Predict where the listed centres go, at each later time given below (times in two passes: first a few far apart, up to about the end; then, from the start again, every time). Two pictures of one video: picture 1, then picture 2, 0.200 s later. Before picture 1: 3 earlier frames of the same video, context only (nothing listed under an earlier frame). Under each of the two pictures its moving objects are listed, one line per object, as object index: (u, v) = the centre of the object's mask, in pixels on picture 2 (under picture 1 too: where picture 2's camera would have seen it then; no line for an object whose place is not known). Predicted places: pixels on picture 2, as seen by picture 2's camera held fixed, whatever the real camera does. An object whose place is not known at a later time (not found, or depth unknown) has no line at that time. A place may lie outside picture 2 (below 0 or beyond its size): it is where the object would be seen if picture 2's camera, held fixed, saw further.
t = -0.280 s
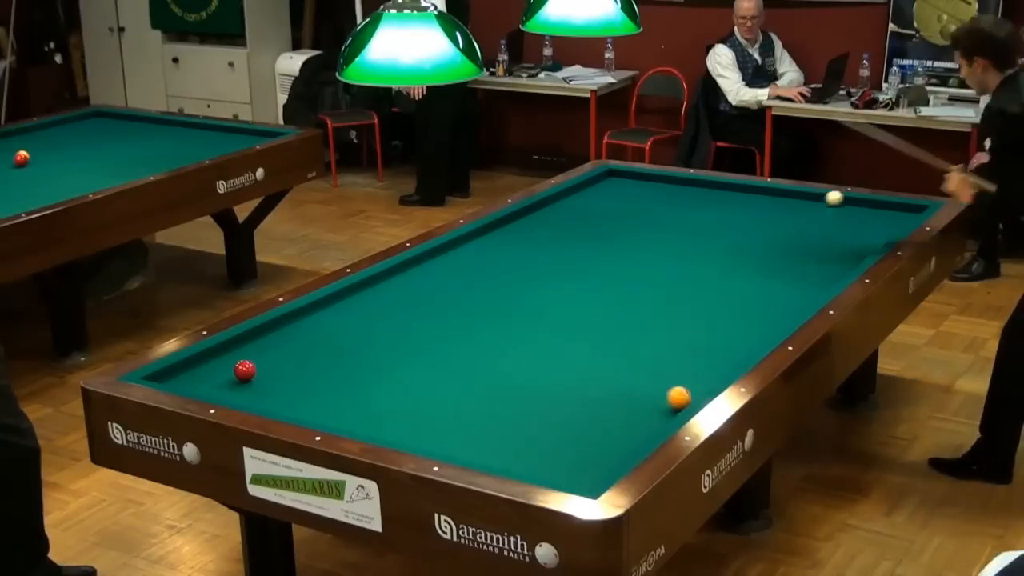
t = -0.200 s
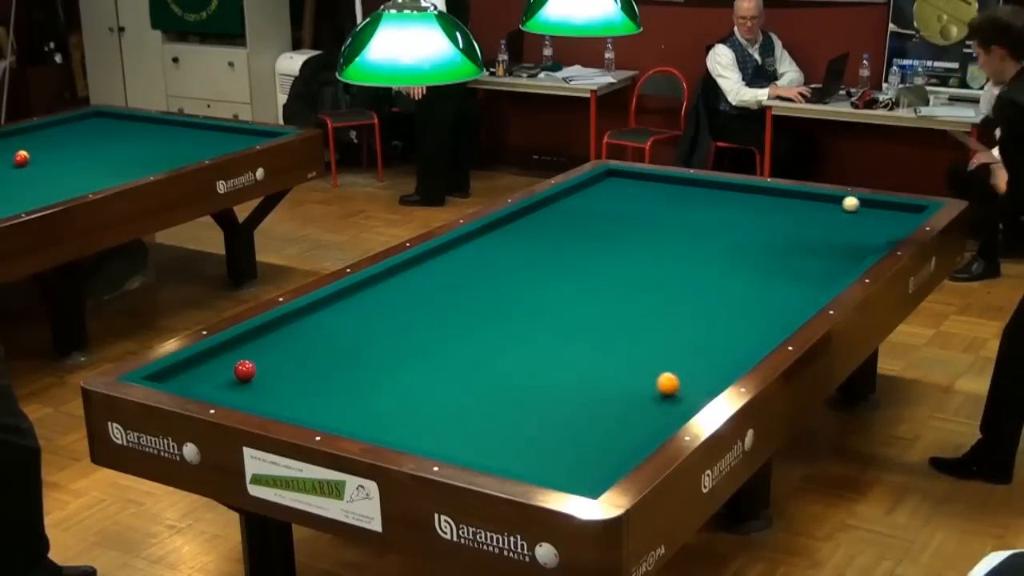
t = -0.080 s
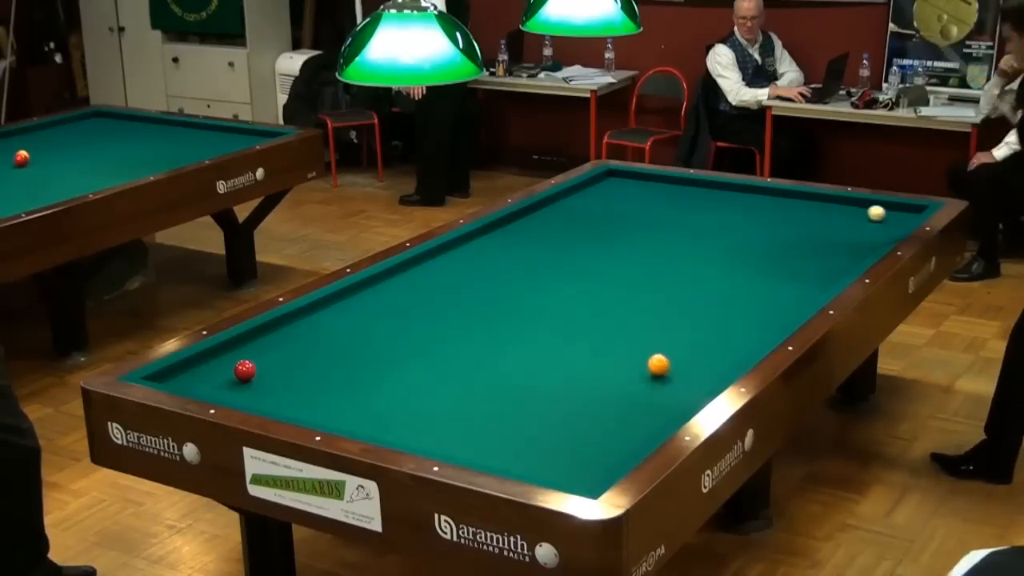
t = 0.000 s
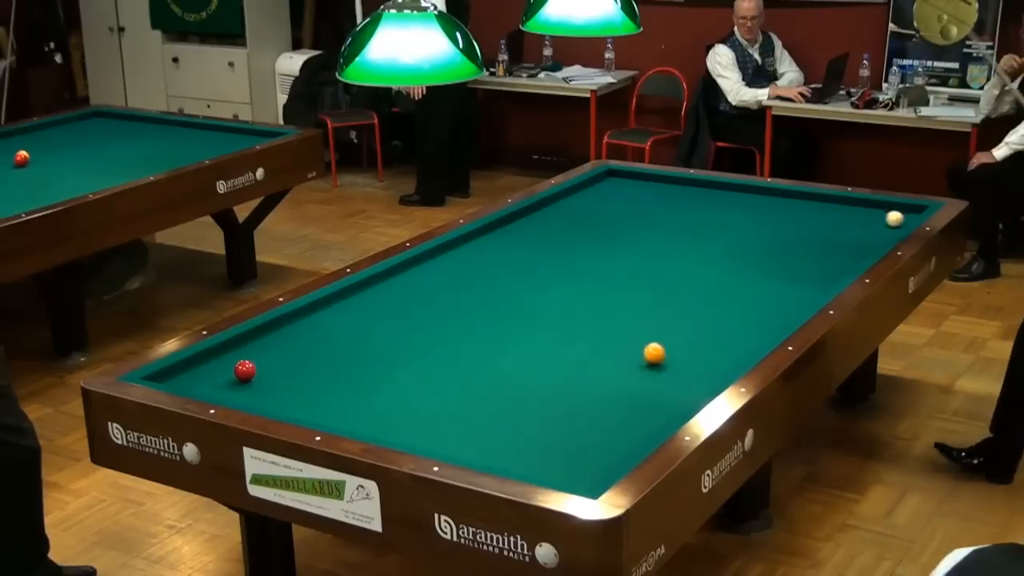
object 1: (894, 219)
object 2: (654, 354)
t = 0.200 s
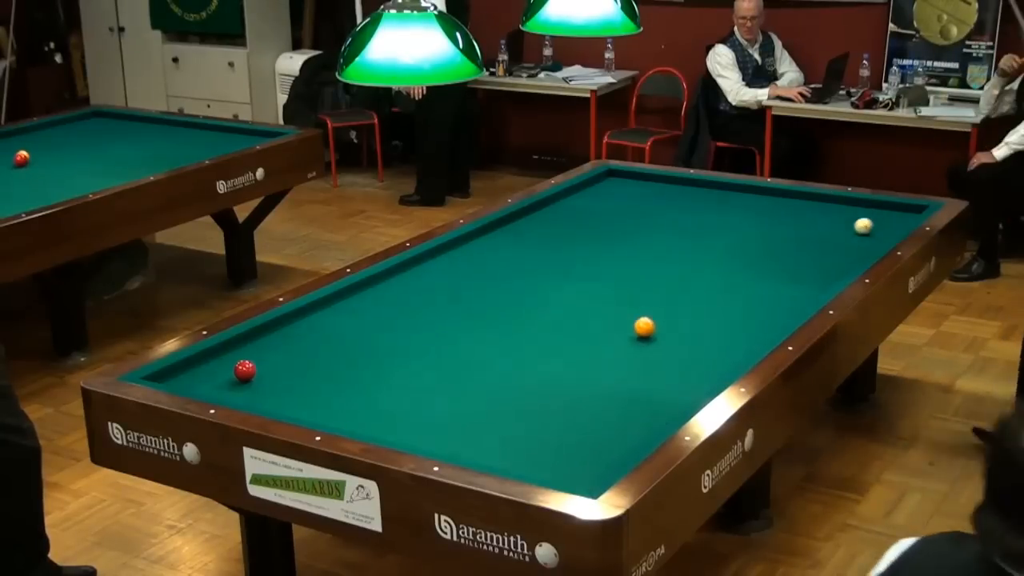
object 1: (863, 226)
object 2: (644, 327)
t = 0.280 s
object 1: (845, 229)
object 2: (640, 318)
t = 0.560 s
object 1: (784, 237)
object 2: (629, 287)
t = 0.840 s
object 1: (721, 245)
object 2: (619, 260)
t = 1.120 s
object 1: (657, 254)
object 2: (610, 237)
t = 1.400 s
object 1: (591, 263)
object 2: (602, 216)
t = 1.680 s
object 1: (525, 272)
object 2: (596, 197)
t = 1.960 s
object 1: (458, 281)
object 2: (594, 181)
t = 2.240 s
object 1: (389, 290)
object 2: (630, 174)
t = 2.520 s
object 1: (337, 300)
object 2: (625, 179)
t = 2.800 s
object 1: (327, 316)
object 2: (620, 185)
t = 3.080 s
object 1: (316, 333)
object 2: (616, 190)
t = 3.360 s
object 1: (304, 349)
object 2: (612, 194)
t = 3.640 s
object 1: (292, 367)
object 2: (608, 199)
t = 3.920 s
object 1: (280, 385)
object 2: (604, 204)
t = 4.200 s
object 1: (267, 401)
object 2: (600, 209)
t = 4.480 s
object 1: (286, 402)
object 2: (595, 213)
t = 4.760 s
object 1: (309, 397)
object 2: (592, 217)
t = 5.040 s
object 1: (331, 391)
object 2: (588, 222)
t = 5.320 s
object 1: (352, 387)
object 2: (584, 226)
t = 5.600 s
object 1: (371, 382)
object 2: (580, 230)
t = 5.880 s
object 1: (388, 379)
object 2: (577, 233)
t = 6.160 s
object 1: (404, 375)
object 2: (573, 237)
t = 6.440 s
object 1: (419, 371)
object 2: (570, 240)
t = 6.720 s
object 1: (433, 368)
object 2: (567, 243)
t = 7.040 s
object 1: (447, 365)
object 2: (563, 246)
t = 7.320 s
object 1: (458, 362)
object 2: (561, 249)
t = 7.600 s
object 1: (467, 360)
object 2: (558, 251)
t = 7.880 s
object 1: (476, 358)
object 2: (556, 253)
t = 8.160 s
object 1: (484, 356)
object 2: (554, 255)
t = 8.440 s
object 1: (490, 354)
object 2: (552, 257)
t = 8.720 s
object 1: (495, 353)
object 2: (551, 258)
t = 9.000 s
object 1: (499, 352)
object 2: (550, 259)
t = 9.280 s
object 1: (502, 351)
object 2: (548, 260)
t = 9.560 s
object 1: (504, 350)
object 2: (548, 261)
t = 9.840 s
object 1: (505, 350)
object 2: (547, 261)
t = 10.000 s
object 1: (505, 350)
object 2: (547, 261)
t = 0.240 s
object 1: (854, 228)
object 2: (642, 323)
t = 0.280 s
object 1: (845, 229)
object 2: (640, 318)
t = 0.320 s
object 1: (837, 230)
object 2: (639, 313)
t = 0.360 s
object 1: (828, 231)
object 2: (637, 309)
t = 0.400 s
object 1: (819, 232)
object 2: (635, 304)
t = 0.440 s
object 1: (810, 234)
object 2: (634, 300)
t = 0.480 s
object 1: (802, 235)
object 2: (632, 295)
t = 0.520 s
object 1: (793, 236)
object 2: (631, 291)
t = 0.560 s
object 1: (784, 237)
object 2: (629, 287)
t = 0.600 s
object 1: (775, 238)
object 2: (627, 283)
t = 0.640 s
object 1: (766, 239)
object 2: (626, 279)
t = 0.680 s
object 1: (757, 241)
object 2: (625, 275)
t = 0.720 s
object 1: (748, 242)
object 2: (623, 271)
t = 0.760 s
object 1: (739, 243)
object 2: (622, 267)
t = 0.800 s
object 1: (730, 244)
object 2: (620, 264)
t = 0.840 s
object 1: (721, 245)
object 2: (619, 260)
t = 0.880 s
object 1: (712, 247)
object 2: (617, 257)
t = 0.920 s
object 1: (703, 248)
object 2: (616, 253)
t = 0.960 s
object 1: (694, 249)
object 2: (615, 250)
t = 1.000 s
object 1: (685, 250)
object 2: (614, 247)
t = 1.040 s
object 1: (675, 251)
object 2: (612, 243)
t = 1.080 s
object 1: (666, 253)
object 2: (611, 240)
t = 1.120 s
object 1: (657, 254)
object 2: (610, 237)
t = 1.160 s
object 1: (647, 255)
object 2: (609, 234)
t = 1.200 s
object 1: (638, 257)
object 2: (608, 230)
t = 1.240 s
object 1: (629, 258)
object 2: (607, 227)
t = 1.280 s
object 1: (620, 259)
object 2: (605, 224)
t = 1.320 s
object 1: (610, 260)
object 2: (605, 221)
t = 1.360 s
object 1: (601, 262)
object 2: (603, 219)
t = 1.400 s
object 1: (591, 263)
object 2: (602, 216)
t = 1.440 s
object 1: (582, 264)
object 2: (601, 213)
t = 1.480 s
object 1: (573, 265)
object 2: (600, 210)
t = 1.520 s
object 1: (563, 267)
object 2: (600, 208)
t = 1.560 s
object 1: (554, 268)
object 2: (599, 205)
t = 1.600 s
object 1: (544, 269)
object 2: (598, 202)
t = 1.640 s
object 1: (535, 271)
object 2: (597, 200)
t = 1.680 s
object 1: (525, 272)
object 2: (596, 197)
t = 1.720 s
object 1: (516, 273)
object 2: (595, 195)
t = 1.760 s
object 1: (506, 274)
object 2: (594, 192)
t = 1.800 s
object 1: (497, 276)
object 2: (593, 190)
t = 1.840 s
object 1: (487, 277)
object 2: (592, 187)
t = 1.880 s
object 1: (477, 278)
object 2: (591, 185)
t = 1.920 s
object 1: (468, 279)
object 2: (590, 183)
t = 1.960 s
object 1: (458, 281)
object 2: (594, 181)
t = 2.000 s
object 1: (448, 282)
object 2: (600, 180)
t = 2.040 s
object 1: (438, 283)
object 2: (605, 179)
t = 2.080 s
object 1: (429, 285)
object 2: (611, 178)
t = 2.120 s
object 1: (419, 286)
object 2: (615, 177)
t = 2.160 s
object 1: (409, 287)
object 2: (620, 176)
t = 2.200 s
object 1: (399, 288)
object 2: (625, 175)
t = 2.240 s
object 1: (389, 290)
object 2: (630, 174)
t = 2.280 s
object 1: (380, 291)
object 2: (629, 175)
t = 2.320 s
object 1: (370, 292)
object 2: (628, 176)
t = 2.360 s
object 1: (359, 294)
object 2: (627, 177)
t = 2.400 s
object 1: (350, 295)
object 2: (626, 177)
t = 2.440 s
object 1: (340, 296)
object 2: (626, 178)
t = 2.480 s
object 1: (338, 298)
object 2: (625, 179)
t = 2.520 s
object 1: (337, 300)
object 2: (625, 179)
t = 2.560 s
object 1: (336, 303)
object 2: (624, 180)
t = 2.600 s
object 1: (335, 305)
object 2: (623, 181)
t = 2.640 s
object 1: (333, 307)
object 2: (623, 182)
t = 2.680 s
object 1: (332, 310)
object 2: (622, 182)
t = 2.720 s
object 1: (330, 312)
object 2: (622, 183)
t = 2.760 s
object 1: (329, 314)
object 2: (621, 184)
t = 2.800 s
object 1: (327, 316)
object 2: (620, 185)
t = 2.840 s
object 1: (326, 319)
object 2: (620, 185)
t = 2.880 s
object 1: (324, 321)
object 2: (619, 186)
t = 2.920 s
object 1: (322, 323)
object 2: (619, 187)
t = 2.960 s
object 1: (321, 326)
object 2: (618, 187)
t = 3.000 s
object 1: (319, 328)
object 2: (617, 188)
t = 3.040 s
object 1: (318, 330)
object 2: (617, 189)
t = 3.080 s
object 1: (316, 333)
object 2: (616, 190)
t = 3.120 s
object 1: (314, 335)
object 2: (616, 190)
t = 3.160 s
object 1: (313, 337)
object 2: (615, 191)
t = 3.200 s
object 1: (311, 340)
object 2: (614, 191)
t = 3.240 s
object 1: (309, 342)
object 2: (614, 192)
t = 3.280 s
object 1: (308, 345)
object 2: (613, 193)
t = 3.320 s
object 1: (306, 347)
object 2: (613, 194)
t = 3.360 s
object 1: (304, 349)
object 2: (612, 194)
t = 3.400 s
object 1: (303, 352)
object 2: (611, 195)
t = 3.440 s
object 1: (301, 354)
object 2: (611, 196)
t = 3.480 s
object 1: (299, 357)
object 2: (610, 197)
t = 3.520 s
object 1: (297, 359)
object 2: (610, 197)
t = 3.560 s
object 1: (296, 362)
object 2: (609, 198)
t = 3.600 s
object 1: (294, 364)
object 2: (608, 199)
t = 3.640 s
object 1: (292, 367)
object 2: (608, 199)
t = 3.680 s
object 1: (290, 369)
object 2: (607, 200)
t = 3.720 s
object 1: (289, 372)
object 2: (607, 201)
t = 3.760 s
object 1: (287, 375)
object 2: (606, 201)
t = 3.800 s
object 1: (285, 377)
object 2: (605, 202)
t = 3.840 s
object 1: (283, 380)
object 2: (605, 203)
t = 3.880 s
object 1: (281, 382)
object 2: (604, 204)
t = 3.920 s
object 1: (280, 385)
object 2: (604, 204)
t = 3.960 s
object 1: (278, 387)
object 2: (603, 205)
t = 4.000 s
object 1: (276, 390)
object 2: (602, 205)
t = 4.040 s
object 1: (274, 393)
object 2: (602, 206)
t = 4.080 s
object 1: (272, 395)
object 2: (601, 207)
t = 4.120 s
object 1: (270, 398)
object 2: (601, 208)
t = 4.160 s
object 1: (269, 400)
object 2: (600, 208)
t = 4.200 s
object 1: (267, 401)
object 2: (600, 209)
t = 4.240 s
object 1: (265, 403)
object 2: (599, 209)
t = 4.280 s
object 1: (268, 403)
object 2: (598, 210)
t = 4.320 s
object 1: (272, 402)
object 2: (598, 211)
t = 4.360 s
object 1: (275, 402)
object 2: (597, 211)
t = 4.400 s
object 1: (279, 402)
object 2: (597, 212)
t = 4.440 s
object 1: (282, 402)
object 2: (596, 213)
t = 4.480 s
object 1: (286, 402)
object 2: (595, 213)
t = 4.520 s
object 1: (289, 401)
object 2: (595, 214)
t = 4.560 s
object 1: (293, 400)
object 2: (594, 214)
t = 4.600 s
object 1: (296, 399)
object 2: (594, 215)
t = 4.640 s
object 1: (299, 398)
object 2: (593, 216)
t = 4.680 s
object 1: (303, 398)
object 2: (593, 216)
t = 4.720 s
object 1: (306, 397)
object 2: (592, 217)
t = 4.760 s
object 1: (309, 397)
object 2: (592, 217)
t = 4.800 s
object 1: (313, 396)
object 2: (591, 218)
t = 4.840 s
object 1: (316, 395)
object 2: (590, 219)
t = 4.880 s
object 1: (319, 394)
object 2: (590, 219)
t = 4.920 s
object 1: (322, 394)
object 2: (589, 220)
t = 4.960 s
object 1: (325, 393)
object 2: (589, 220)
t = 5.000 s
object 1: (328, 392)
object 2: (588, 221)
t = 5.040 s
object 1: (331, 391)
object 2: (588, 222)
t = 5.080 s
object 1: (334, 391)
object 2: (587, 222)
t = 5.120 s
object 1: (337, 390)
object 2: (587, 223)
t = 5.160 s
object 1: (340, 389)
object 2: (586, 223)
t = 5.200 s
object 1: (343, 389)
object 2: (585, 224)
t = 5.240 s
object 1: (346, 388)
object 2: (585, 224)
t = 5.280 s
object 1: (349, 387)
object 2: (584, 225)
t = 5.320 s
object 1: (352, 387)
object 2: (584, 226)
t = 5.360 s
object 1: (355, 386)
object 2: (583, 226)
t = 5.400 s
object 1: (357, 385)
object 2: (583, 227)
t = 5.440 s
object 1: (360, 385)
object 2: (582, 227)
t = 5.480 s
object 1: (363, 384)
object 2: (582, 228)
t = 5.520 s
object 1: (366, 383)
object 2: (581, 228)
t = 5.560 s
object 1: (369, 383)
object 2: (581, 229)
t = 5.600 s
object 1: (371, 382)
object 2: (580, 230)
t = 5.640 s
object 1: (373, 382)
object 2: (580, 230)
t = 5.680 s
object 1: (376, 381)
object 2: (579, 230)
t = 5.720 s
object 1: (379, 381)
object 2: (579, 231)
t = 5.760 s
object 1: (381, 380)
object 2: (578, 232)
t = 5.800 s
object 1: (383, 380)
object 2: (578, 232)
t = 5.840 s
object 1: (386, 379)
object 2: (577, 233)
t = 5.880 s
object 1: (388, 379)
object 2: (577, 233)
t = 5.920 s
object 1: (391, 378)
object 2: (576, 234)
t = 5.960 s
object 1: (393, 377)
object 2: (576, 234)
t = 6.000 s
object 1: (395, 377)
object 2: (575, 235)
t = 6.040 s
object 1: (397, 377)
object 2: (575, 235)
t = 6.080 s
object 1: (400, 376)
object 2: (574, 236)
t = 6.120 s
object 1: (402, 375)
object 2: (574, 236)
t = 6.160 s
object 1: (404, 375)
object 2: (573, 237)
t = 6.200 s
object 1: (407, 374)
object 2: (573, 237)
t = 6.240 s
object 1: (409, 374)
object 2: (572, 238)
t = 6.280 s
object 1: (411, 373)
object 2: (572, 238)
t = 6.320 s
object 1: (413, 373)
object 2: (571, 238)
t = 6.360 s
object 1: (415, 372)
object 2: (571, 239)
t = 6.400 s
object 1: (417, 372)
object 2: (570, 239)
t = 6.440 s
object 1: (419, 371)
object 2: (570, 240)
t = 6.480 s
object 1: (421, 371)
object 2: (569, 240)
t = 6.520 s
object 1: (423, 370)
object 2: (569, 241)
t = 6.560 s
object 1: (425, 370)
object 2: (569, 241)
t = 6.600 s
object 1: (427, 369)
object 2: (568, 241)
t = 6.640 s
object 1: (429, 369)
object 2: (568, 242)
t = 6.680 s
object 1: (431, 368)
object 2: (567, 242)
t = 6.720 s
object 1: (433, 368)
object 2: (567, 243)
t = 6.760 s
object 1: (434, 368)
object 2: (566, 244)
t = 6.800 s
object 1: (436, 367)
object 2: (566, 244)
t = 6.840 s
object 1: (438, 367)
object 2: (566, 244)
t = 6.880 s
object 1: (440, 366)
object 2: (565, 245)
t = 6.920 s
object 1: (442, 366)
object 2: (565, 245)
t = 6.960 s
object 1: (444, 365)
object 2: (564, 245)
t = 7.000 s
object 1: (445, 365)
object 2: (564, 246)
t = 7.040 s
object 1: (447, 365)
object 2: (563, 246)
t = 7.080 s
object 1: (448, 364)
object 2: (563, 247)
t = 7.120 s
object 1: (450, 364)
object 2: (562, 247)
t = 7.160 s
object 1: (452, 363)
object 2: (562, 247)
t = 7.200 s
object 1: (453, 363)
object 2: (562, 248)
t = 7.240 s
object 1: (455, 363)
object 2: (561, 248)
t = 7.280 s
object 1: (456, 362)
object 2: (561, 248)
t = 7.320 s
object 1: (458, 362)
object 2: (561, 249)
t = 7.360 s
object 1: (459, 362)
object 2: (560, 249)
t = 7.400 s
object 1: (461, 361)
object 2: (560, 249)
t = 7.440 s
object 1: (462, 361)
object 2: (559, 250)
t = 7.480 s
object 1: (463, 360)
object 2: (559, 250)
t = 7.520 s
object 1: (465, 360)
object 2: (559, 250)
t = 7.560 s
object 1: (466, 360)
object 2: (558, 251)
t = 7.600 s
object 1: (467, 360)
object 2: (558, 251)
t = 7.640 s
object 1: (469, 359)
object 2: (558, 251)
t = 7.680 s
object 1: (470, 359)
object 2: (558, 252)
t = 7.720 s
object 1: (471, 359)
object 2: (557, 252)
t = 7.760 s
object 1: (473, 358)
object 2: (557, 252)
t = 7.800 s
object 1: (474, 358)
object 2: (557, 253)
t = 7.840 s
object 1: (475, 358)
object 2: (556, 253)
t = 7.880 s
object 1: (476, 358)
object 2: (556, 253)
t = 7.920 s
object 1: (477, 357)
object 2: (556, 254)
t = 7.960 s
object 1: (478, 357)
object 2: (555, 254)
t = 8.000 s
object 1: (480, 357)
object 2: (555, 254)
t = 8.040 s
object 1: (481, 356)
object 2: (555, 255)
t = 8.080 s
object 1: (482, 356)
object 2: (554, 255)
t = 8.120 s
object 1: (483, 356)
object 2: (554, 255)
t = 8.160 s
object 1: (484, 356)
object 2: (554, 255)
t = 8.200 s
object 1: (484, 356)
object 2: (554, 256)
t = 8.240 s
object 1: (486, 355)
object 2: (554, 256)
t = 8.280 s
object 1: (486, 355)
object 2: (553, 256)
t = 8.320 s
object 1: (487, 355)
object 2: (553, 256)
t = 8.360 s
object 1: (488, 354)
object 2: (553, 257)
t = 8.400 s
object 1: (489, 354)
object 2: (553, 257)
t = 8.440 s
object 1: (490, 354)
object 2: (552, 257)
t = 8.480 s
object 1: (491, 354)
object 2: (552, 257)
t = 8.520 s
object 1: (491, 354)
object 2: (552, 257)
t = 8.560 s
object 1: (492, 353)
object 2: (552, 258)
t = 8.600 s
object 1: (493, 353)
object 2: (551, 258)
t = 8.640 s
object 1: (494, 353)
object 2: (552, 258)
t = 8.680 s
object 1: (494, 353)
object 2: (551, 258)
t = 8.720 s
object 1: (495, 353)
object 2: (551, 258)
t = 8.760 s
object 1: (496, 353)
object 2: (551, 259)
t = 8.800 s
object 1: (496, 352)
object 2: (550, 259)
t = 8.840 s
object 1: (497, 352)
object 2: (550, 259)
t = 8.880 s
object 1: (498, 352)
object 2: (550, 259)
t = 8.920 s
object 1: (498, 352)
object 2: (550, 259)
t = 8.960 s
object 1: (499, 352)
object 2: (550, 259)
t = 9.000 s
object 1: (499, 352)
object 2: (550, 259)
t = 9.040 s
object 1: (500, 351)
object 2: (549, 260)
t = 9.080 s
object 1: (500, 351)
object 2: (549, 260)
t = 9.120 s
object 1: (500, 351)
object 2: (549, 260)
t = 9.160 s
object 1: (501, 351)
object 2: (549, 260)
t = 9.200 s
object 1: (501, 351)
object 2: (549, 260)
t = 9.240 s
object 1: (502, 351)
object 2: (549, 260)
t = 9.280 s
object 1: (502, 351)
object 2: (548, 260)
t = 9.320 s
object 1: (502, 351)
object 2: (548, 260)
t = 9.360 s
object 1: (503, 351)
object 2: (548, 261)
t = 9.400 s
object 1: (503, 350)
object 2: (548, 261)
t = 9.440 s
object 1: (503, 350)
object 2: (548, 261)
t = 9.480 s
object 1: (503, 350)
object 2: (548, 261)
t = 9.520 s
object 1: (504, 350)
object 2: (548, 261)
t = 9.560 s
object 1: (504, 350)
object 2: (548, 261)
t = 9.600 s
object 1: (504, 350)
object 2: (548, 261)
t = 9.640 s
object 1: (505, 350)
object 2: (547, 261)
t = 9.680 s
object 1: (505, 350)
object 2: (547, 261)
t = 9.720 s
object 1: (505, 350)
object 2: (547, 261)
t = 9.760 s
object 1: (505, 350)
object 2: (547, 261)
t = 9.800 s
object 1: (505, 350)
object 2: (547, 261)
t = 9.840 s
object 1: (505, 350)
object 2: (547, 261)
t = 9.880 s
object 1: (505, 350)
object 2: (547, 261)
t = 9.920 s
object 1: (505, 350)
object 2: (547, 261)
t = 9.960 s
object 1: (505, 350)
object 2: (547, 261)
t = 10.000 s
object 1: (505, 350)
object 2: (547, 261)
